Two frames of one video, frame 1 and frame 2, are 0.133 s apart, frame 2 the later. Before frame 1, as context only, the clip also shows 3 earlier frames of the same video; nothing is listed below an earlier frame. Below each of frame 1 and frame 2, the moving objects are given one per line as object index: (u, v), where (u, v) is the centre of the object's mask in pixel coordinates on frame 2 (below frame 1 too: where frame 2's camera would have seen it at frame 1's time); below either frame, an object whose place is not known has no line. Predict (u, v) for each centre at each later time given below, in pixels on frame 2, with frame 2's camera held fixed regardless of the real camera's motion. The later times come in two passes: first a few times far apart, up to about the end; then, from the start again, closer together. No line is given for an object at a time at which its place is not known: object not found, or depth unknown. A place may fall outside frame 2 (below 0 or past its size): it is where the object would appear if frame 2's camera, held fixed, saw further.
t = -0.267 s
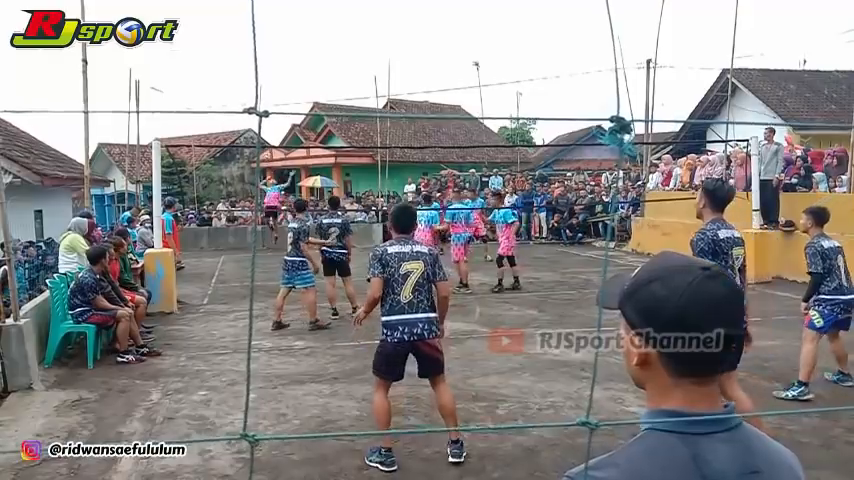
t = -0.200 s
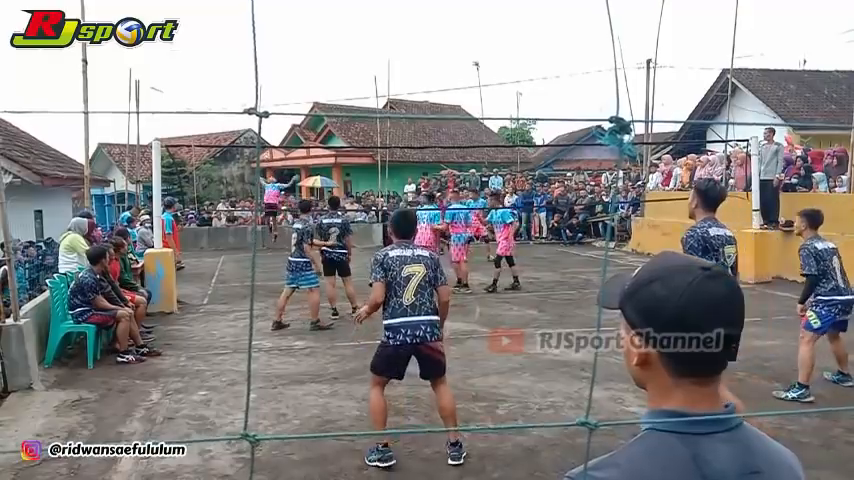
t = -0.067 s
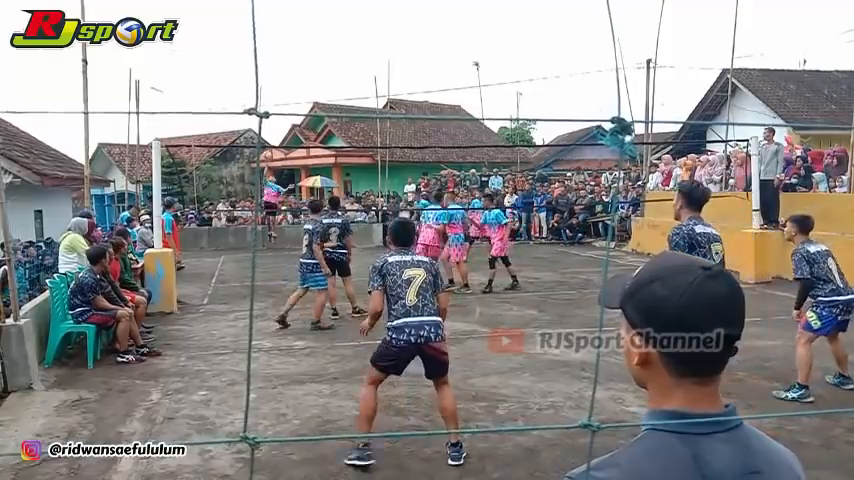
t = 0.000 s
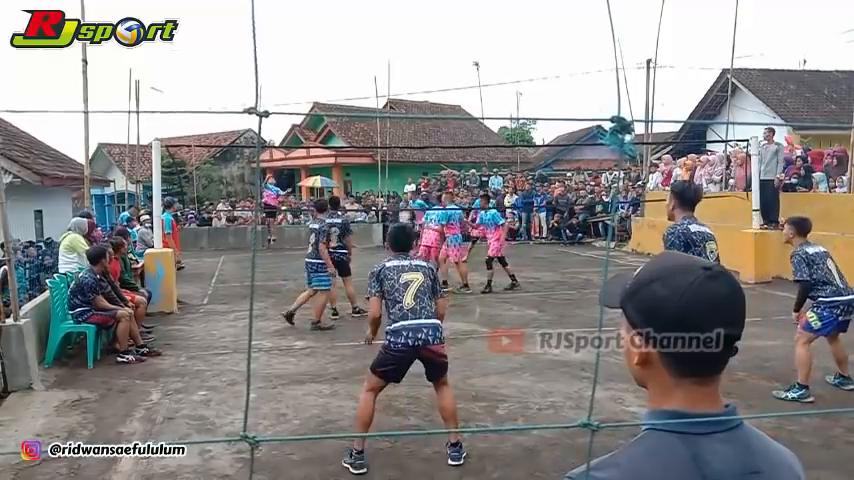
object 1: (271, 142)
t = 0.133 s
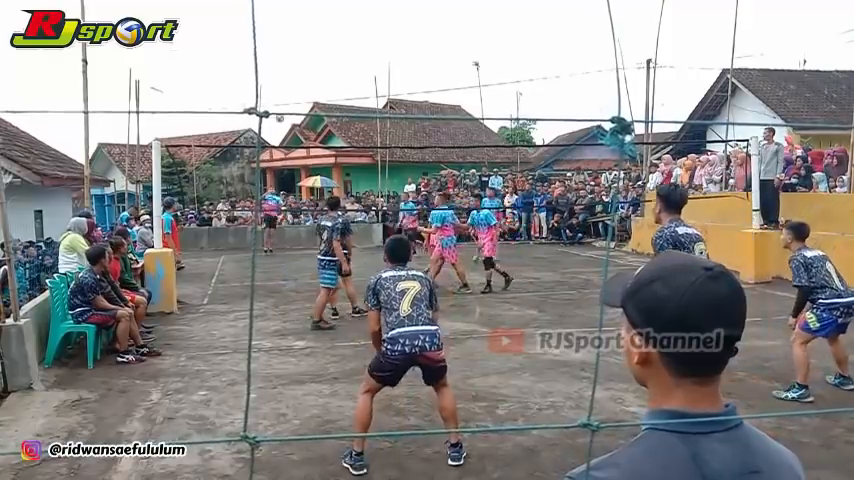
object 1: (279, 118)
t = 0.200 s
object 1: (285, 107)
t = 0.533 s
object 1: (323, 74)
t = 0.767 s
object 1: (380, 87)
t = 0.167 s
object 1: (282, 112)
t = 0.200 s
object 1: (285, 107)
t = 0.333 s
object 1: (295, 93)
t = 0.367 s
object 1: (299, 88)
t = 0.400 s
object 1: (303, 85)
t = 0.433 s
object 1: (308, 82)
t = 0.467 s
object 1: (313, 79)
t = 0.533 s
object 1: (323, 74)
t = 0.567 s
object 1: (330, 73)
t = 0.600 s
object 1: (336, 73)
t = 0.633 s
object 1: (344, 72)
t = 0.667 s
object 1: (352, 74)
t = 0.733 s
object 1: (370, 81)
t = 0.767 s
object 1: (380, 87)
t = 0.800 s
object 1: (391, 92)
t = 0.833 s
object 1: (403, 102)
